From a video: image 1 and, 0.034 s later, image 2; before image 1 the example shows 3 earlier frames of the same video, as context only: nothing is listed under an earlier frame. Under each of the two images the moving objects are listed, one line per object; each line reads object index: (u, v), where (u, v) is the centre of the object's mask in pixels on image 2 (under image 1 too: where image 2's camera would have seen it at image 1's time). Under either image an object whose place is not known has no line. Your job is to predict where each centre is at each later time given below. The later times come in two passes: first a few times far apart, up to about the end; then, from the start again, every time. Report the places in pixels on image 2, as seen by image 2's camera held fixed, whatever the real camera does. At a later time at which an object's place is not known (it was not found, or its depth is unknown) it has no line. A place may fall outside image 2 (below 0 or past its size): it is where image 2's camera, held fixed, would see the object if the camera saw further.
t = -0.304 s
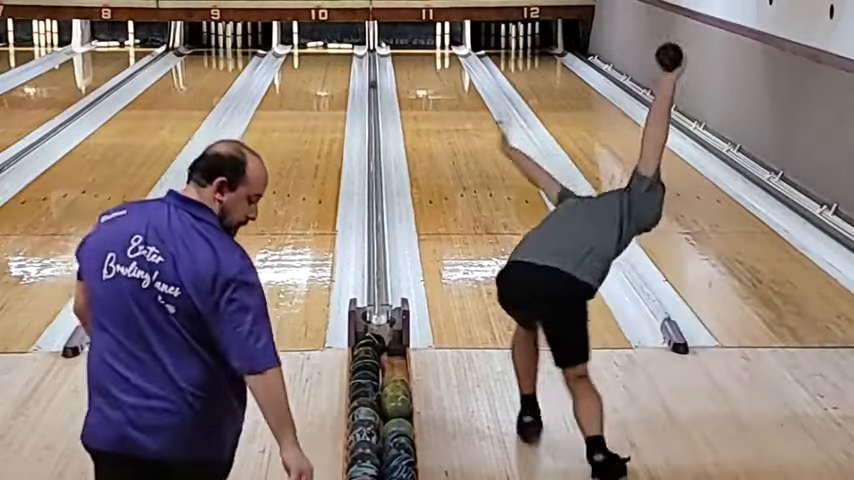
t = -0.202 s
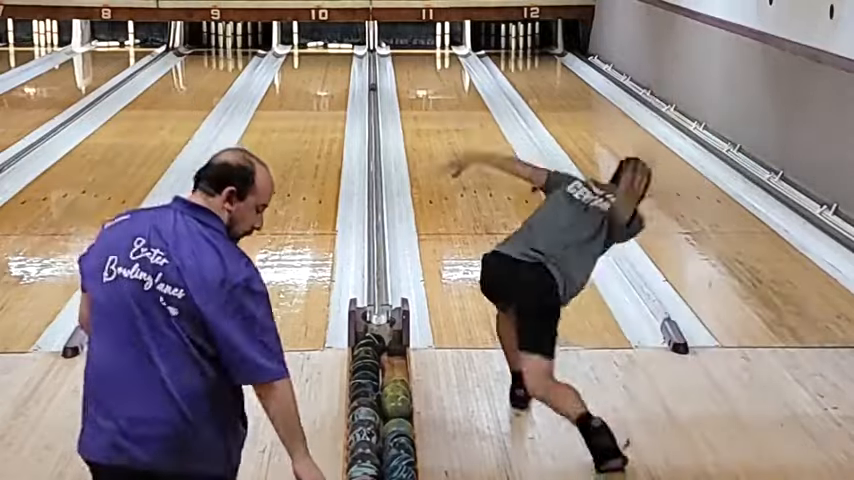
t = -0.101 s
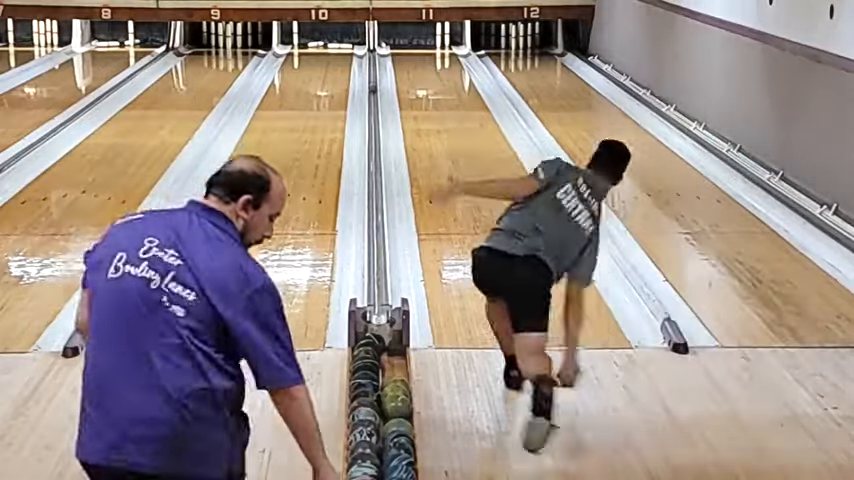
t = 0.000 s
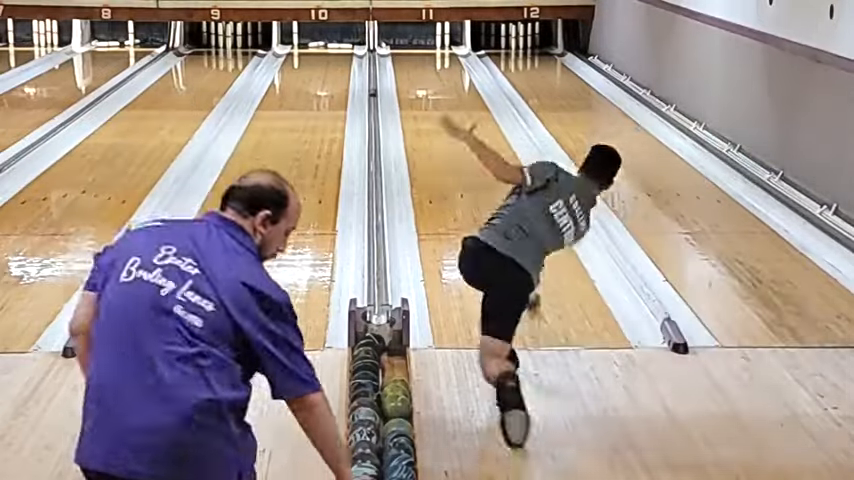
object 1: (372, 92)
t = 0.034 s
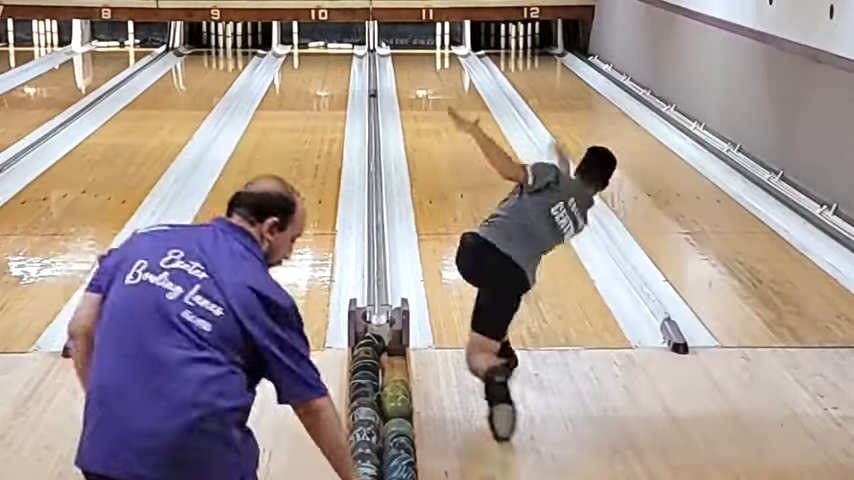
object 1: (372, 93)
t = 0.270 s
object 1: (373, 101)
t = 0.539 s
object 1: (373, 109)
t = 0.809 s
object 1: (373, 119)
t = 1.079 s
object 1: (374, 128)
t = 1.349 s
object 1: (374, 139)
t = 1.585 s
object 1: (374, 149)
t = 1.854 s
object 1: (374, 162)
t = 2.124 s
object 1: (375, 176)
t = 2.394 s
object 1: (375, 191)
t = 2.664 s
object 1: (375, 210)
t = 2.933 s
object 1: (376, 229)
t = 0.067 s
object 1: (372, 94)
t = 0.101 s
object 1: (372, 96)
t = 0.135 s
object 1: (372, 98)
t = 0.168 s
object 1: (372, 99)
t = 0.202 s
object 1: (373, 99)
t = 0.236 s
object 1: (373, 100)
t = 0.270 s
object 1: (373, 101)
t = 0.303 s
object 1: (372, 103)
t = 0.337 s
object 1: (372, 103)
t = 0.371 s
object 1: (373, 104)
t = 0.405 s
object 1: (373, 105)
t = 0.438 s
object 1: (373, 106)
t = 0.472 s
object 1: (373, 108)
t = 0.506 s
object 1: (373, 109)
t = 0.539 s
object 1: (373, 109)
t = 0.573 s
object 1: (373, 110)
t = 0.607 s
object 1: (373, 112)
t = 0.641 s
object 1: (373, 113)
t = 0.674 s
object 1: (373, 114)
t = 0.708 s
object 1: (373, 115)
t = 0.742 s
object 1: (373, 116)
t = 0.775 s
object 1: (373, 117)
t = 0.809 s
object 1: (373, 119)
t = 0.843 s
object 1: (373, 120)
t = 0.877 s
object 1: (373, 120)
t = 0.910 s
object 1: (373, 121)
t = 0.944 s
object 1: (373, 123)
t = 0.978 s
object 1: (373, 124)
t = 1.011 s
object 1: (373, 125)
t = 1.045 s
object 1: (373, 127)
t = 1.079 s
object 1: (374, 128)
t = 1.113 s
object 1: (374, 129)
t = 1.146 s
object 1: (374, 131)
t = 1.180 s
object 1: (374, 132)
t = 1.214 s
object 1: (374, 134)
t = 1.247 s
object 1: (374, 135)
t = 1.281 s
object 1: (374, 136)
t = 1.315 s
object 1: (374, 137)
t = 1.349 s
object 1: (374, 139)
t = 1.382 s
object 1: (375, 139)
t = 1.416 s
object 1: (375, 141)
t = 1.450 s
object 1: (375, 143)
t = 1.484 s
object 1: (374, 144)
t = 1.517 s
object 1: (374, 145)
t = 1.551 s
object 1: (375, 147)
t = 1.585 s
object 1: (374, 149)
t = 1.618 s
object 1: (374, 151)
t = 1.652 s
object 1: (374, 152)
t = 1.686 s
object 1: (375, 155)
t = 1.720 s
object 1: (374, 156)
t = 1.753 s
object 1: (374, 158)
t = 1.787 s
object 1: (374, 159)
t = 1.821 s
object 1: (374, 161)
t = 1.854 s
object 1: (374, 162)
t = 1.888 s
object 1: (375, 164)
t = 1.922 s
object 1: (375, 166)
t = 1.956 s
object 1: (375, 168)
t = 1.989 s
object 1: (375, 169)
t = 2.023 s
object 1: (375, 171)
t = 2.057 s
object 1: (375, 173)
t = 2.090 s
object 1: (375, 175)
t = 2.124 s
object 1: (375, 176)
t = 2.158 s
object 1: (375, 178)
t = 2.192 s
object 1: (375, 180)
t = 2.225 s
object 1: (375, 182)
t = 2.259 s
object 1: (375, 184)
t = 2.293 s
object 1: (375, 186)
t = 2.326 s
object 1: (375, 187)
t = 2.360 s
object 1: (375, 190)
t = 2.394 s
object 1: (375, 191)
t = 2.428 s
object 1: (375, 193)
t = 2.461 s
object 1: (375, 196)
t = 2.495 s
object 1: (375, 199)
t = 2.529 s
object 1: (375, 201)
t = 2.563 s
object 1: (375, 202)
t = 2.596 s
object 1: (375, 205)
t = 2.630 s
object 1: (375, 207)
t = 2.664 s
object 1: (375, 210)
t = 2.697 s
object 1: (375, 212)
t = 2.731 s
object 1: (375, 214)
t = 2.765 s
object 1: (376, 217)
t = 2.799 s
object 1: (376, 219)
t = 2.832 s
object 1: (376, 221)
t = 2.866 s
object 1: (376, 224)
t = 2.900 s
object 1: (376, 227)
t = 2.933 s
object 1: (376, 229)
